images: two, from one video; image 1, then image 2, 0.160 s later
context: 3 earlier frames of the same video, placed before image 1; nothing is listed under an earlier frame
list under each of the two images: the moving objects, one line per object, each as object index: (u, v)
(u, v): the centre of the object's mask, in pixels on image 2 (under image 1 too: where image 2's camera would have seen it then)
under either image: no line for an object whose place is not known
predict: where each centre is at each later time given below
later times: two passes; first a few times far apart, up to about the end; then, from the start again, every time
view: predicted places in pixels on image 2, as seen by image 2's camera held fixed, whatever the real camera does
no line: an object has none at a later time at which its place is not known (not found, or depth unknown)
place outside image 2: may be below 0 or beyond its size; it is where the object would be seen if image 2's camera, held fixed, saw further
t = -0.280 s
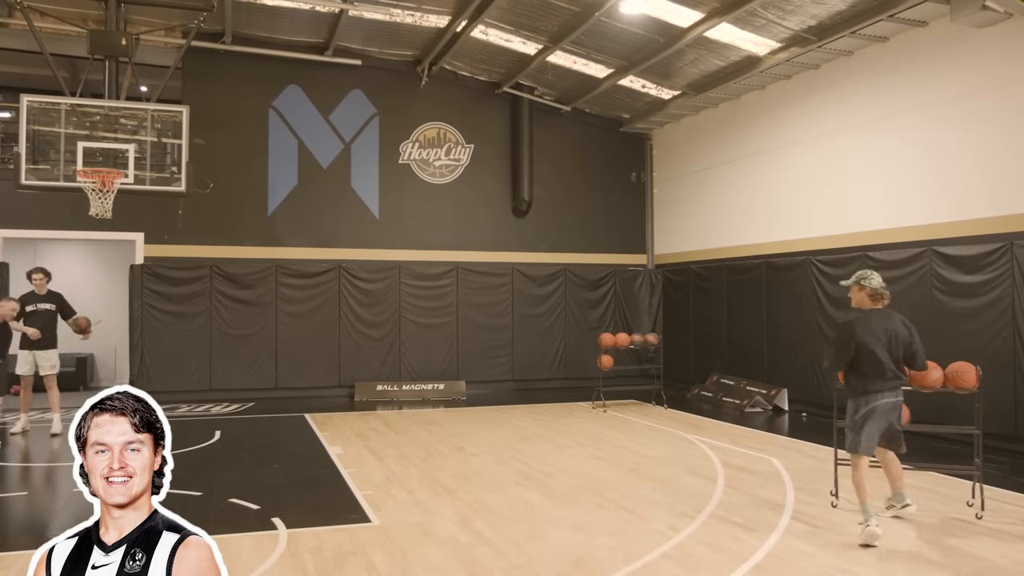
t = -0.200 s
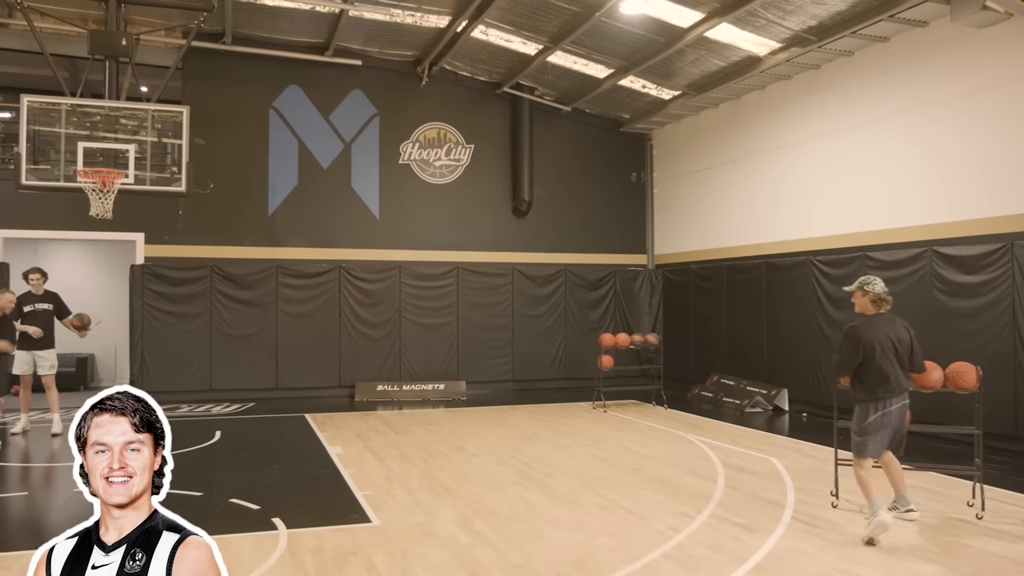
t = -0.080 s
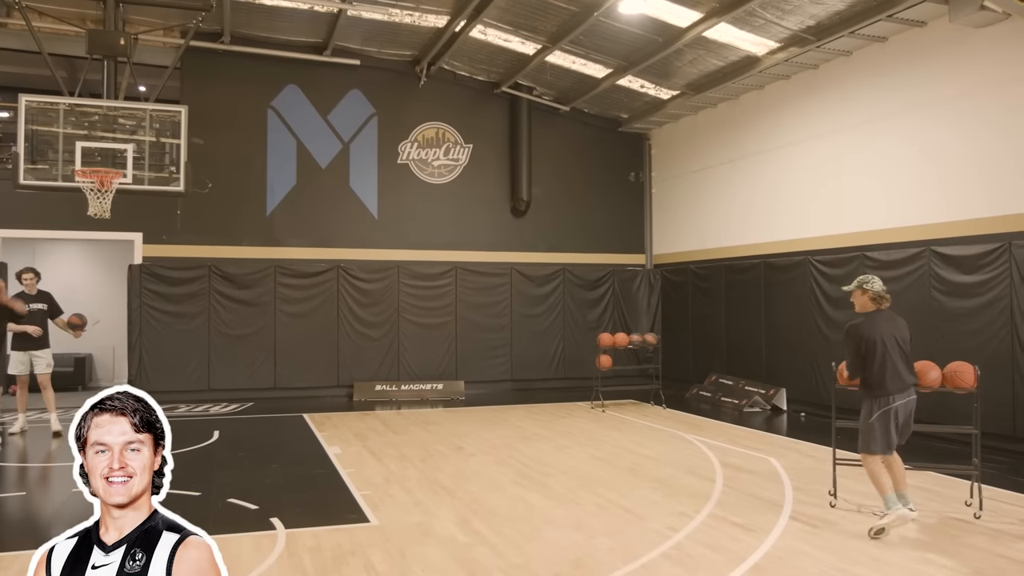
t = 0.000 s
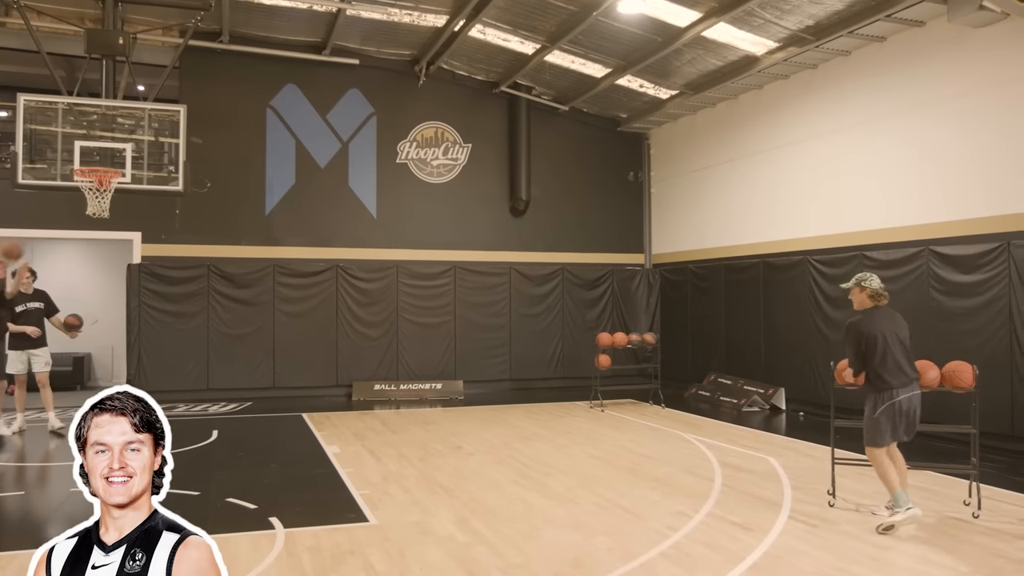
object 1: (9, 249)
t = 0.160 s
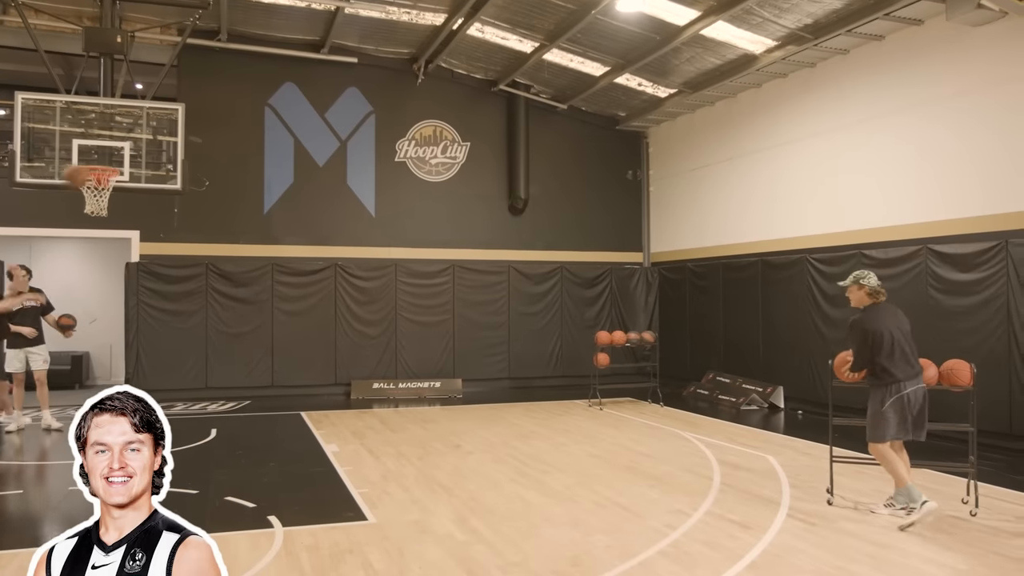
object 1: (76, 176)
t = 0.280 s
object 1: (130, 133)
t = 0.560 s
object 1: (266, 82)
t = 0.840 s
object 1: (423, 114)
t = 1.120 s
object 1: (615, 259)
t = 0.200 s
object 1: (93, 158)
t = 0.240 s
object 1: (110, 148)
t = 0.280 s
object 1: (130, 133)
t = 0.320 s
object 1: (148, 122)
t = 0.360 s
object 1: (167, 111)
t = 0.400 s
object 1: (188, 101)
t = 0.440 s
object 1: (205, 95)
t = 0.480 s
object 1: (225, 89)
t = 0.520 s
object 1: (245, 85)
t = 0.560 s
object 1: (266, 82)
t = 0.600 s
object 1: (287, 81)
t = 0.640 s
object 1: (310, 82)
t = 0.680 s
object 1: (330, 85)
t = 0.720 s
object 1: (353, 89)
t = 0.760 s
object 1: (377, 96)
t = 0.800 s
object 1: (400, 104)
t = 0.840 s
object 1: (423, 114)
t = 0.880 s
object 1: (451, 127)
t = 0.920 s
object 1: (478, 143)
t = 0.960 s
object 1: (502, 162)
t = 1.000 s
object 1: (529, 182)
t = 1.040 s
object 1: (557, 205)
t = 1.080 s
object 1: (585, 230)
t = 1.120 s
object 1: (615, 259)
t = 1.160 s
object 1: (645, 291)
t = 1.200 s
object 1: (676, 327)
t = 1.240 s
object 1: (708, 365)
